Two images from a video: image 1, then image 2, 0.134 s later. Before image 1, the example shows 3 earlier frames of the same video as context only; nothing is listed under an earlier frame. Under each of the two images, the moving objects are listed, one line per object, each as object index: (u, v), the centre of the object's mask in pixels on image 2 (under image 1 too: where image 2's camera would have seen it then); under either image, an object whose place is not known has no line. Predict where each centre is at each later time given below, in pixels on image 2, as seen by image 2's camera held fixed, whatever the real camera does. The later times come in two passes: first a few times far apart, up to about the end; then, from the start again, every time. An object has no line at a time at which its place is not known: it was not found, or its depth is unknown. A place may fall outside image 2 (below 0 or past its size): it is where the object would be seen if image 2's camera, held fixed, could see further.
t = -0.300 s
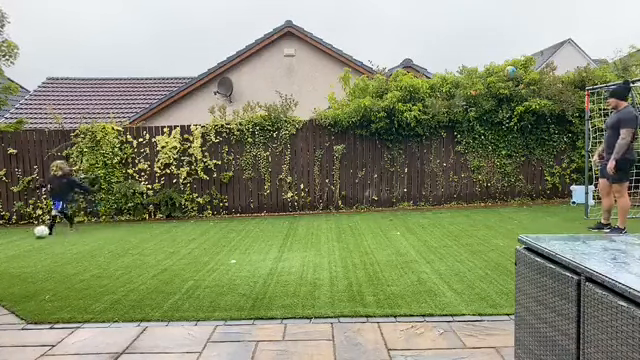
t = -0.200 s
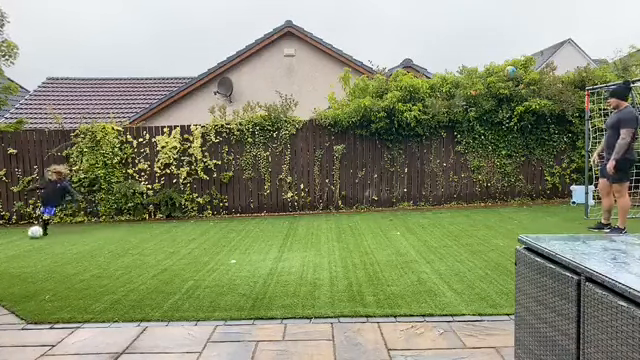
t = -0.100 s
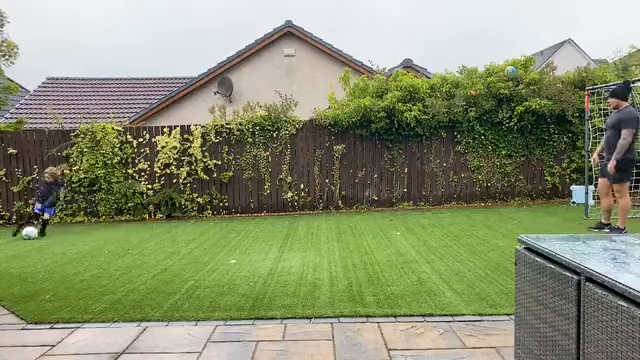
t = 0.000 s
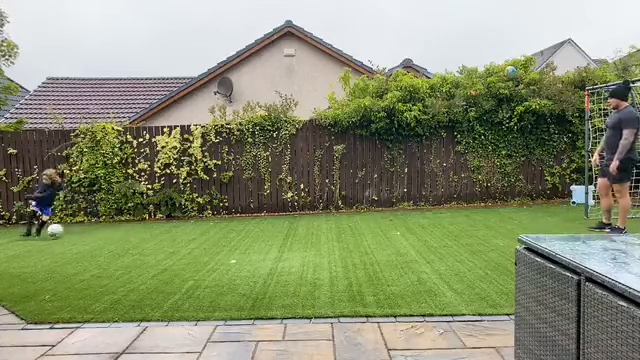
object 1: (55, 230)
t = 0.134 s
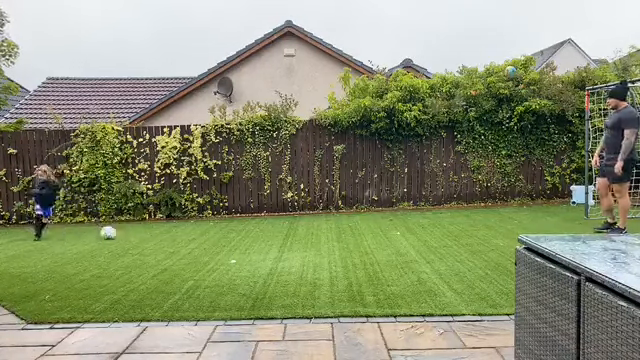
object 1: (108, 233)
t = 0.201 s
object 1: (132, 232)
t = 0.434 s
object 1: (216, 232)
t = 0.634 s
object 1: (278, 232)
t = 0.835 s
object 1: (328, 232)
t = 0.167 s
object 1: (120, 232)
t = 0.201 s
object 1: (132, 232)
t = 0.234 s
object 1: (144, 231)
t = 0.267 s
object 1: (157, 232)
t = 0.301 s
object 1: (170, 233)
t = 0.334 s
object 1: (181, 232)
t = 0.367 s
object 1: (192, 232)
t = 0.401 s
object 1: (204, 232)
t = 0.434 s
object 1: (216, 232)
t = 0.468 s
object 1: (227, 232)
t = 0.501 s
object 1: (237, 232)
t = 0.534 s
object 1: (248, 231)
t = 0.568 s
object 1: (258, 232)
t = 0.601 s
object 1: (268, 232)
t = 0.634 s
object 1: (278, 232)
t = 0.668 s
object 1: (286, 231)
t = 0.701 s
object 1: (295, 232)
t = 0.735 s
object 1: (304, 232)
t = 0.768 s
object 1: (312, 233)
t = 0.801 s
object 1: (320, 232)
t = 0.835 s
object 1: (328, 232)
